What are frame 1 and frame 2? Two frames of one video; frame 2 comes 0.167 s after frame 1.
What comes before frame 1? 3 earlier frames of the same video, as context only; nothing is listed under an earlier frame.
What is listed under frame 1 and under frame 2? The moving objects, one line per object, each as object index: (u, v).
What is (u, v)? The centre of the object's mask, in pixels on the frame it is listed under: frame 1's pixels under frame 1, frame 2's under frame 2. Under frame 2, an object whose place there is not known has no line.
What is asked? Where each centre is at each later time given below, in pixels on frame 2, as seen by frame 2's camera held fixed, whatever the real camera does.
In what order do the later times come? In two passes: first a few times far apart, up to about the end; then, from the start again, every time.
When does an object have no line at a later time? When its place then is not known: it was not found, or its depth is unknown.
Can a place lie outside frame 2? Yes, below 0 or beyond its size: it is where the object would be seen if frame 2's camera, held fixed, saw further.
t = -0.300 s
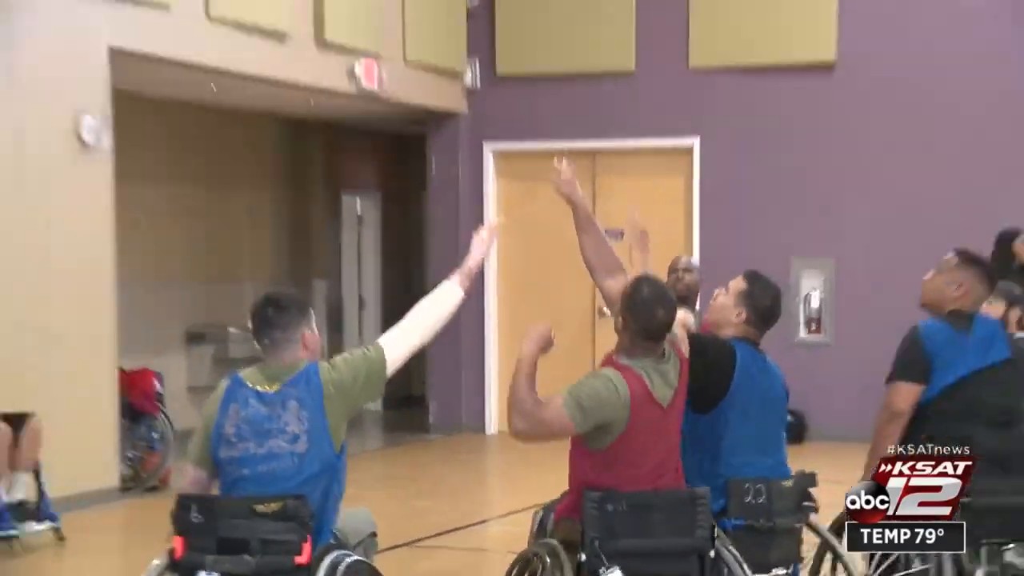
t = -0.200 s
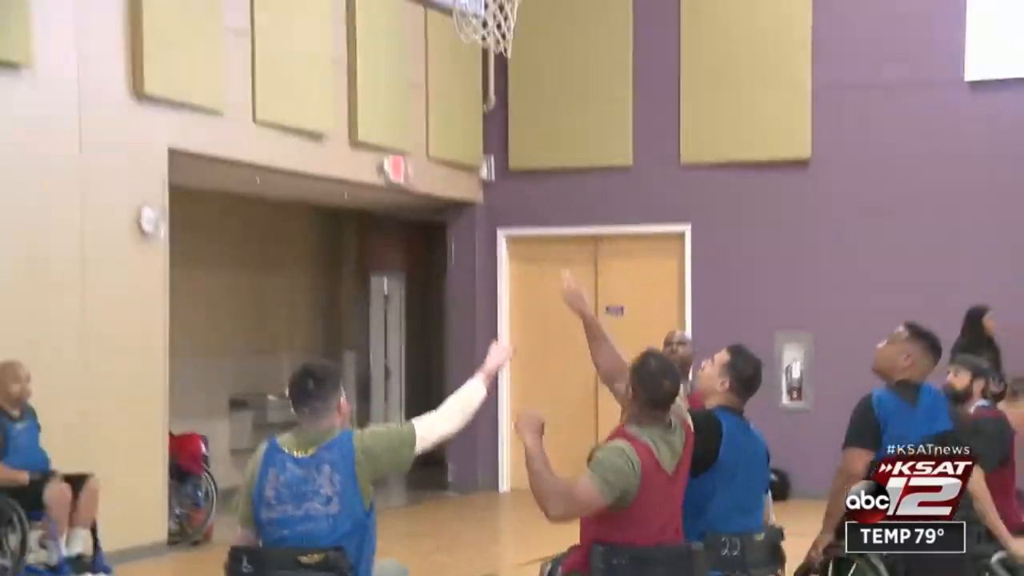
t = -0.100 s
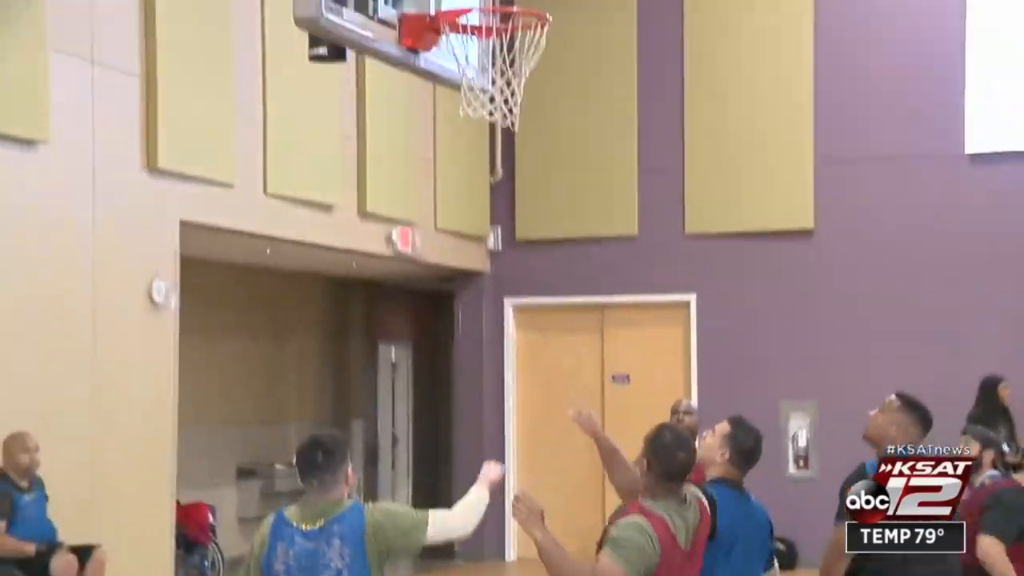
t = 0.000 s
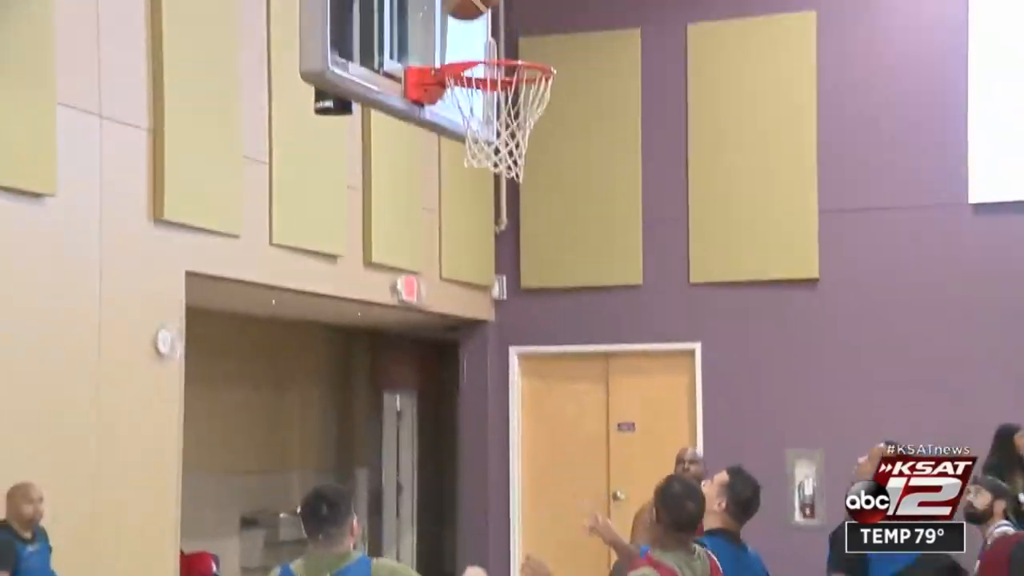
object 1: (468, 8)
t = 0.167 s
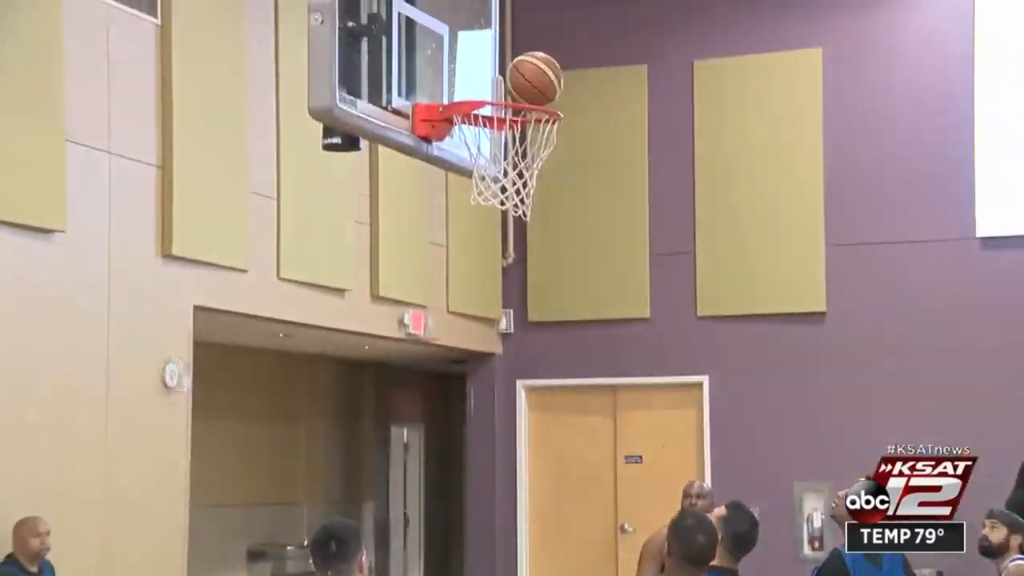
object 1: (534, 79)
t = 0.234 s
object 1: (520, 76)
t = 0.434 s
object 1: (499, 118)
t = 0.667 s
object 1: (513, 197)
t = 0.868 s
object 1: (527, 296)
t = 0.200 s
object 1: (527, 74)
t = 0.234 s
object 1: (520, 76)
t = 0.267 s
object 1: (513, 78)
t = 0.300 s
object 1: (505, 89)
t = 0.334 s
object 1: (498, 95)
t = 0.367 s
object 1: (495, 104)
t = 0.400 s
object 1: (497, 110)
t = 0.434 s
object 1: (499, 118)
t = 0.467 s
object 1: (499, 126)
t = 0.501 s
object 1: (502, 139)
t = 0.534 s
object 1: (504, 154)
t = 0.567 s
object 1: (508, 166)
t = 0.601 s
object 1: (509, 174)
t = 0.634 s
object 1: (511, 195)
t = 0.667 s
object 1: (513, 197)
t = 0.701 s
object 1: (516, 204)
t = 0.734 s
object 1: (518, 218)
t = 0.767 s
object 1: (521, 232)
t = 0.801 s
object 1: (523, 249)
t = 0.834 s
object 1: (525, 271)
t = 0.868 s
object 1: (527, 296)
